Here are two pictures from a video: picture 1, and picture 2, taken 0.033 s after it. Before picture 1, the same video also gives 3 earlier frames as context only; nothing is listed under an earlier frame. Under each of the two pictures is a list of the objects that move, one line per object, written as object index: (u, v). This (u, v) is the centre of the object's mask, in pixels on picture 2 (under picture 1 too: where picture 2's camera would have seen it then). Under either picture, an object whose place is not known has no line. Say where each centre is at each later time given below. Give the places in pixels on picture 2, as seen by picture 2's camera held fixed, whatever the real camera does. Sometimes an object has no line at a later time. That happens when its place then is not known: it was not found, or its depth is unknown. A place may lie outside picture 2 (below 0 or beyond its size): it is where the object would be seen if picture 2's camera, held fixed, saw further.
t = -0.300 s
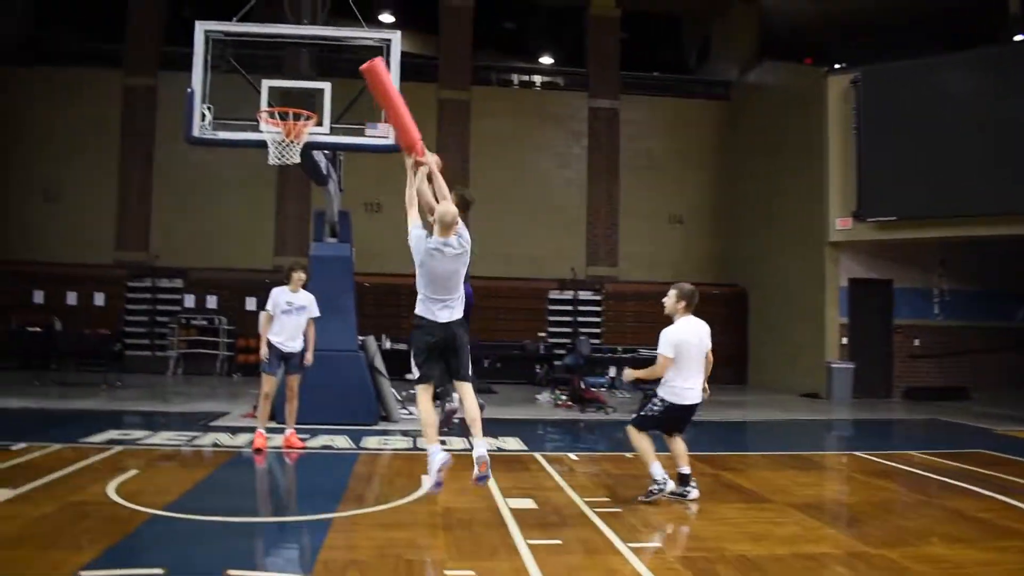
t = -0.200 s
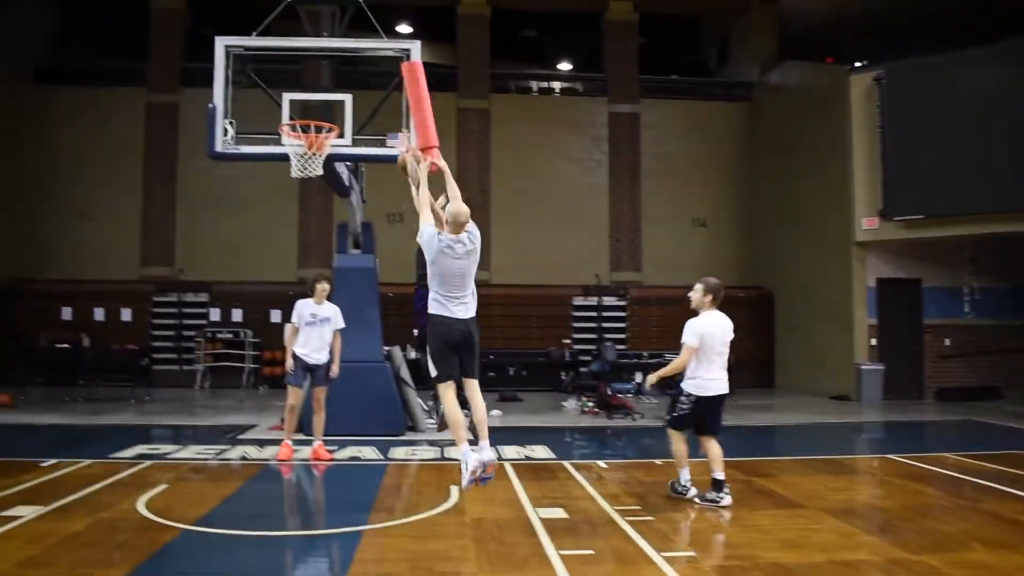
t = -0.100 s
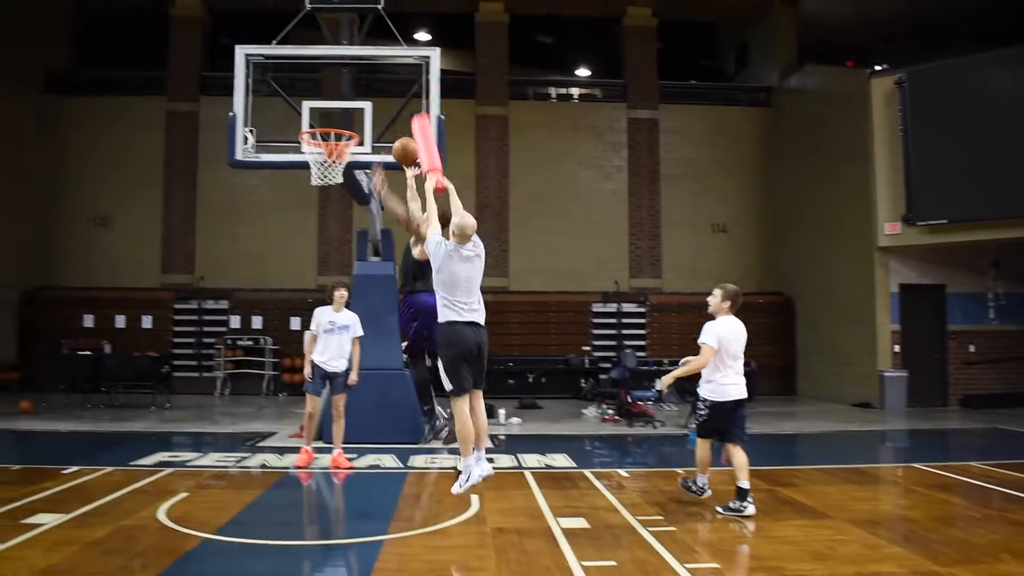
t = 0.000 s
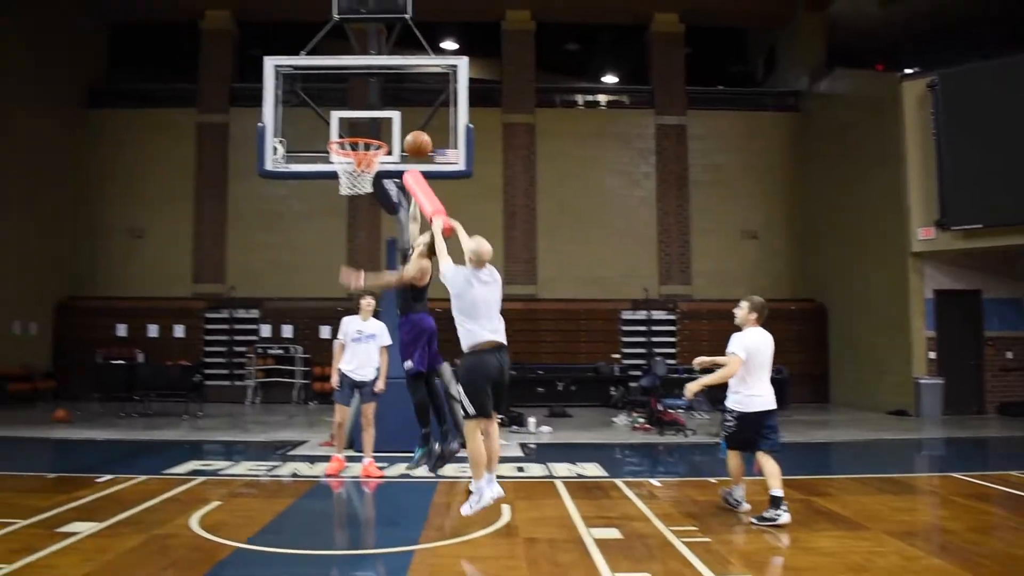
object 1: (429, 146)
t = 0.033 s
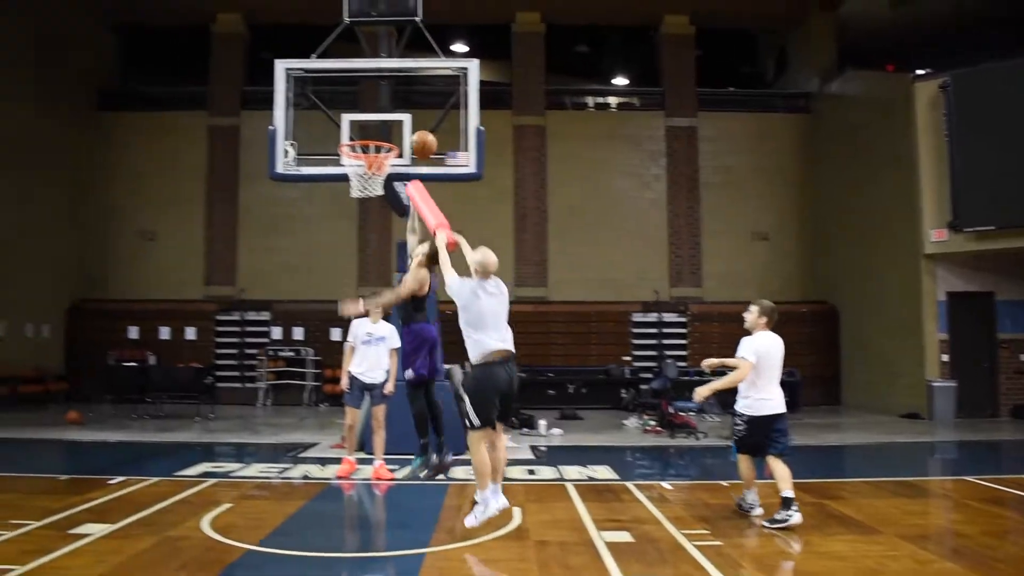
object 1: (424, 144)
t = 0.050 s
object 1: (421, 143)
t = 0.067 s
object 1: (419, 141)
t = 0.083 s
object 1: (417, 140)
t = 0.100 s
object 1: (414, 138)
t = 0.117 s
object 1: (412, 136)
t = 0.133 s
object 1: (410, 135)
